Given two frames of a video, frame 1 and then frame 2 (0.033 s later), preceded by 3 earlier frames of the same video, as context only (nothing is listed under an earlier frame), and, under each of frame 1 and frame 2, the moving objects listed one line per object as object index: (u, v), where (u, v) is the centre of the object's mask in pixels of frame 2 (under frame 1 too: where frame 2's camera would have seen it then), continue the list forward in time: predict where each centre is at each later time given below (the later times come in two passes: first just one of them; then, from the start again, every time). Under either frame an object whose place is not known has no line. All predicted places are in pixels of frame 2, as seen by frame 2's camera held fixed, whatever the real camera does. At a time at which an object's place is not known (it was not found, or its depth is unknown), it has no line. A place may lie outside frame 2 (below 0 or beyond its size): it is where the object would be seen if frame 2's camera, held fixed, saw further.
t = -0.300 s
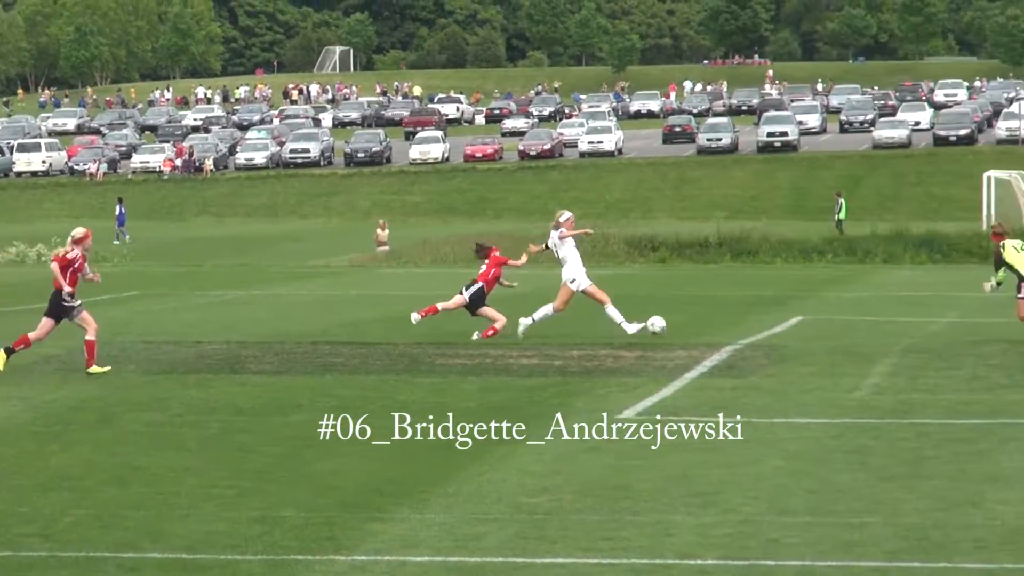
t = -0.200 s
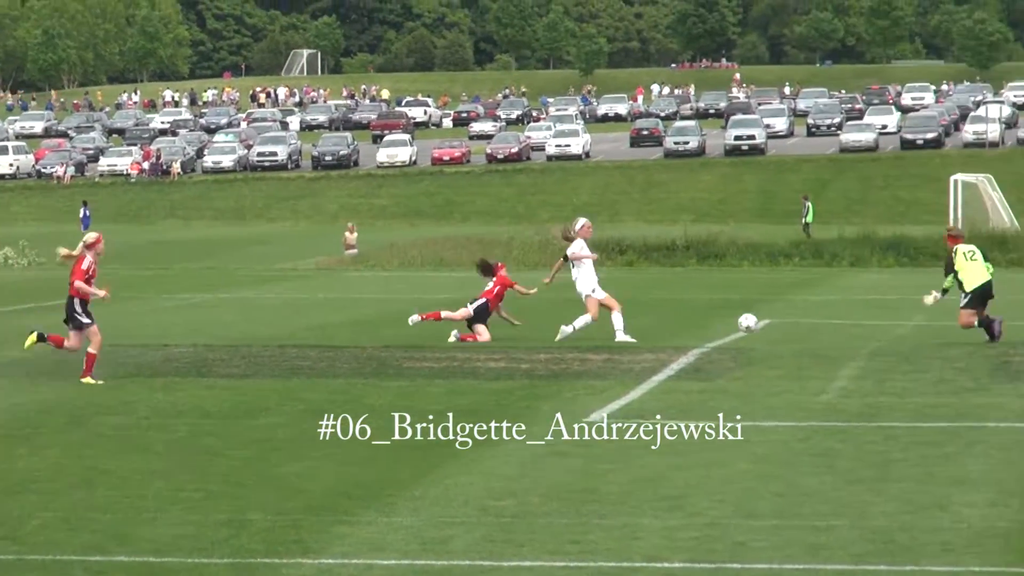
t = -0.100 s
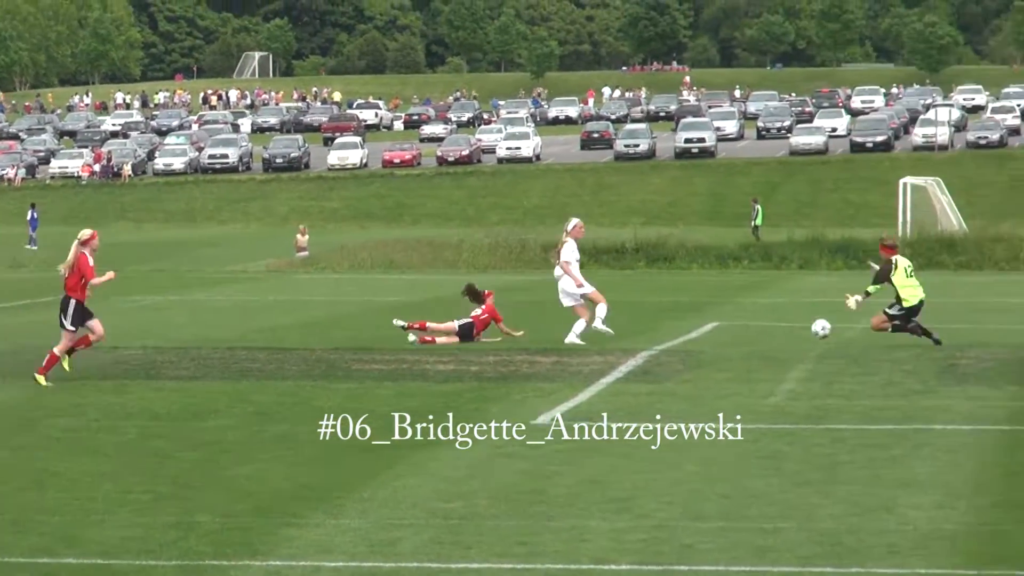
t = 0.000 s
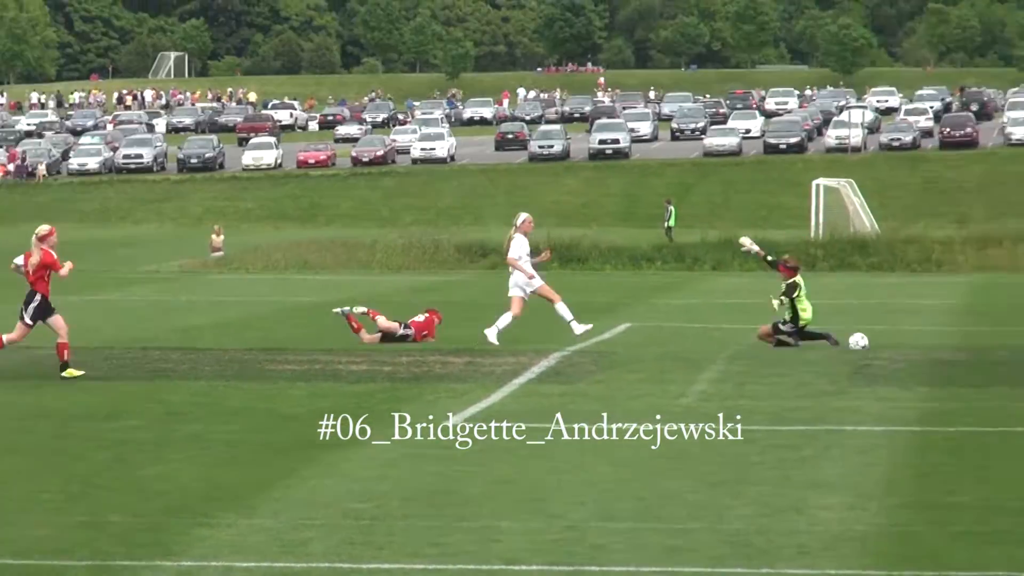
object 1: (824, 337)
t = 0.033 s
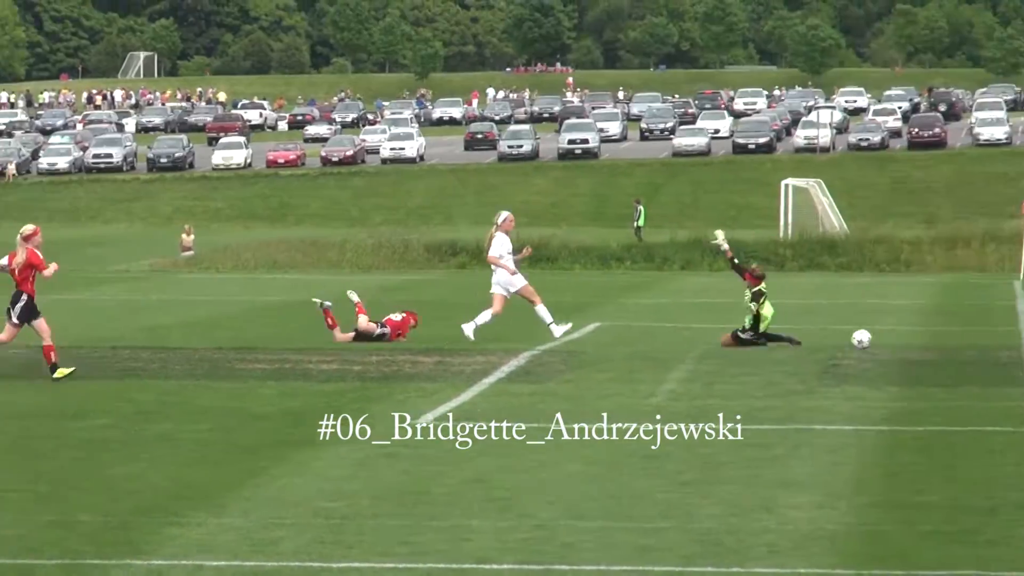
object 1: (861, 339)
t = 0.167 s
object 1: (1000, 338)
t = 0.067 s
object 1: (896, 338)
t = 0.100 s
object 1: (931, 336)
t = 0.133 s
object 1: (966, 337)
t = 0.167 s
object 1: (1000, 338)
